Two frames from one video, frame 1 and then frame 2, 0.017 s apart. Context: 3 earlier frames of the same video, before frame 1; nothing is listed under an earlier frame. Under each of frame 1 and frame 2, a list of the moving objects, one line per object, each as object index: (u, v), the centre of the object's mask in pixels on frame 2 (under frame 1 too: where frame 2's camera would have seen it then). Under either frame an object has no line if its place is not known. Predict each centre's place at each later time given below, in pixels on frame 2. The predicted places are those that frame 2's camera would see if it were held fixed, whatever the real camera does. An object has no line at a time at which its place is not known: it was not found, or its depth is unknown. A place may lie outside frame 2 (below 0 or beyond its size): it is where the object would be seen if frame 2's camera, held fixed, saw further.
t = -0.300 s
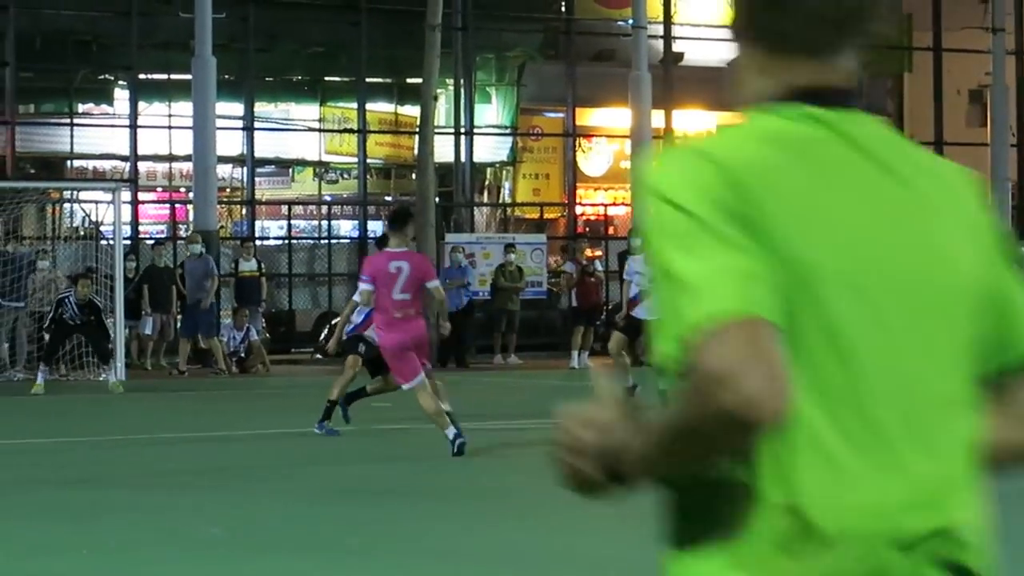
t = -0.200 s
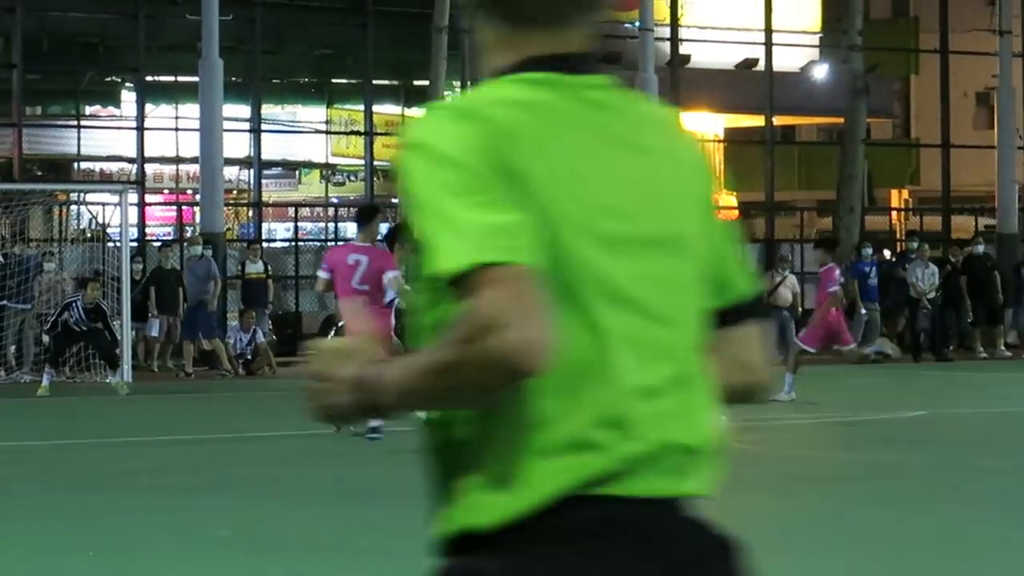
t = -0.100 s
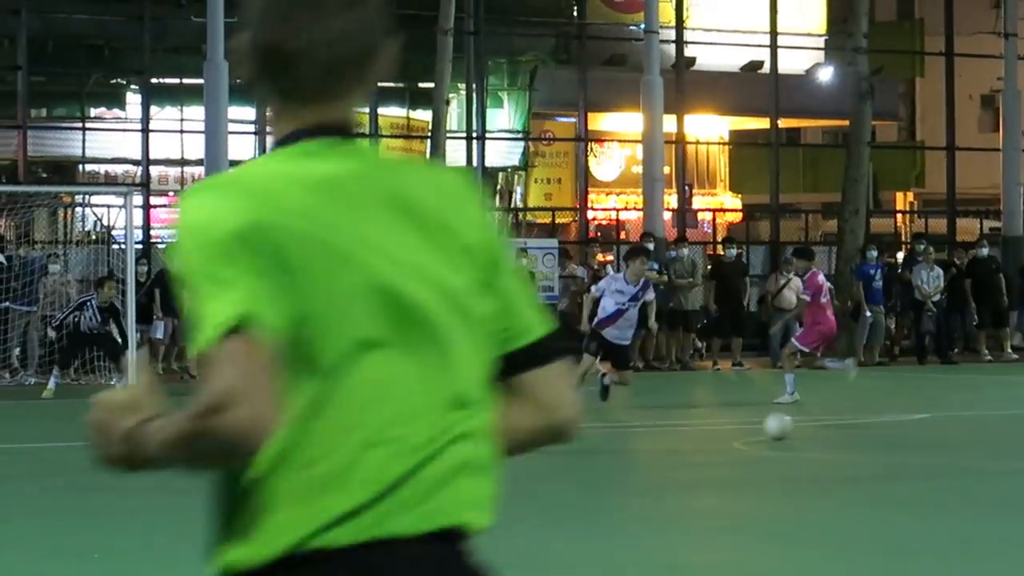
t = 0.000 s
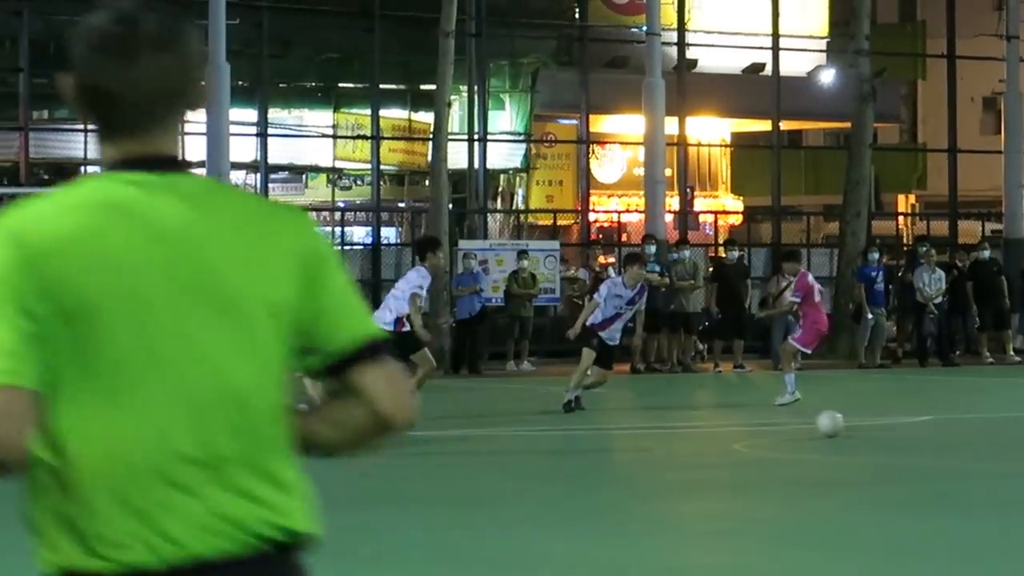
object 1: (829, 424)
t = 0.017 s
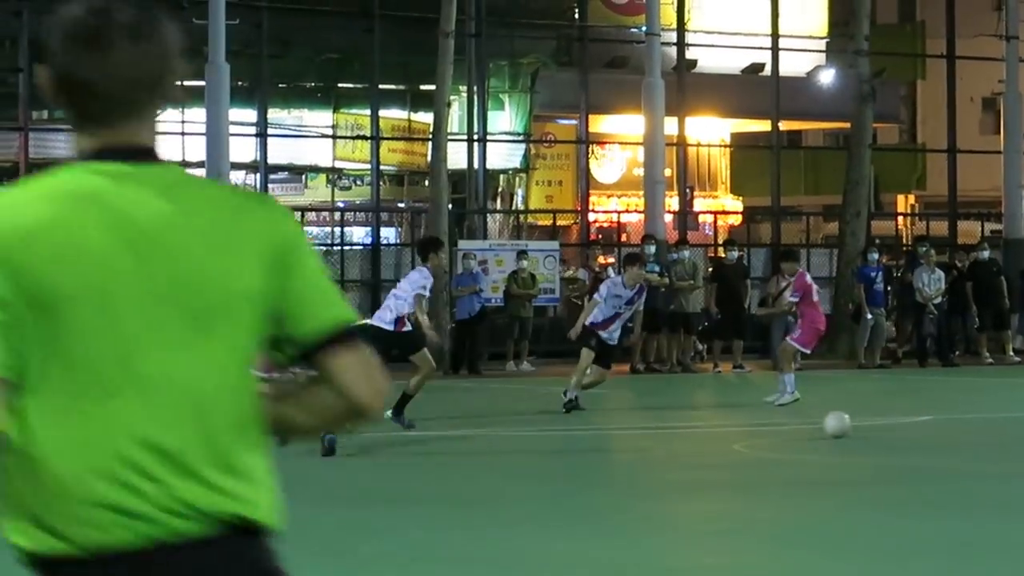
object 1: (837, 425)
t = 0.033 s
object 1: (843, 423)
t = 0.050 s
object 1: (850, 422)
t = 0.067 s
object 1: (857, 420)
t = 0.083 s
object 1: (863, 421)
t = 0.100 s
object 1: (869, 421)
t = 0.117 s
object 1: (876, 421)
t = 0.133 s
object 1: (883, 420)
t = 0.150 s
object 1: (890, 418)
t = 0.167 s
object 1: (898, 417)
